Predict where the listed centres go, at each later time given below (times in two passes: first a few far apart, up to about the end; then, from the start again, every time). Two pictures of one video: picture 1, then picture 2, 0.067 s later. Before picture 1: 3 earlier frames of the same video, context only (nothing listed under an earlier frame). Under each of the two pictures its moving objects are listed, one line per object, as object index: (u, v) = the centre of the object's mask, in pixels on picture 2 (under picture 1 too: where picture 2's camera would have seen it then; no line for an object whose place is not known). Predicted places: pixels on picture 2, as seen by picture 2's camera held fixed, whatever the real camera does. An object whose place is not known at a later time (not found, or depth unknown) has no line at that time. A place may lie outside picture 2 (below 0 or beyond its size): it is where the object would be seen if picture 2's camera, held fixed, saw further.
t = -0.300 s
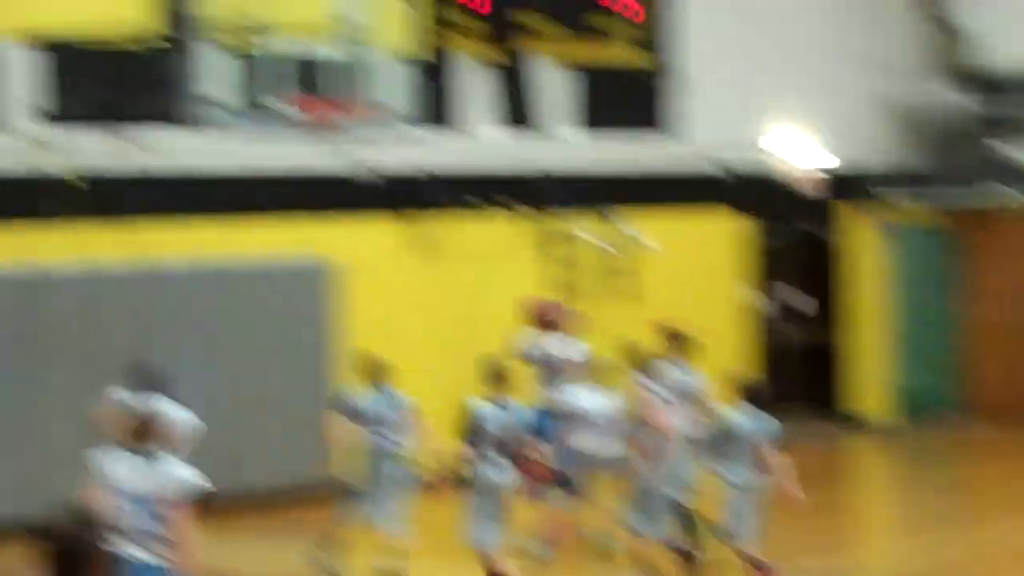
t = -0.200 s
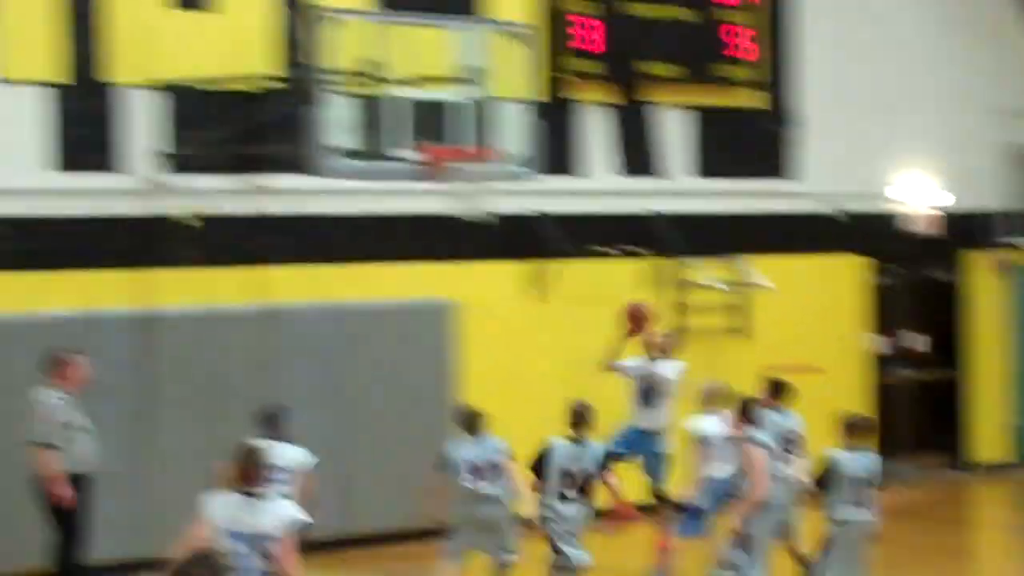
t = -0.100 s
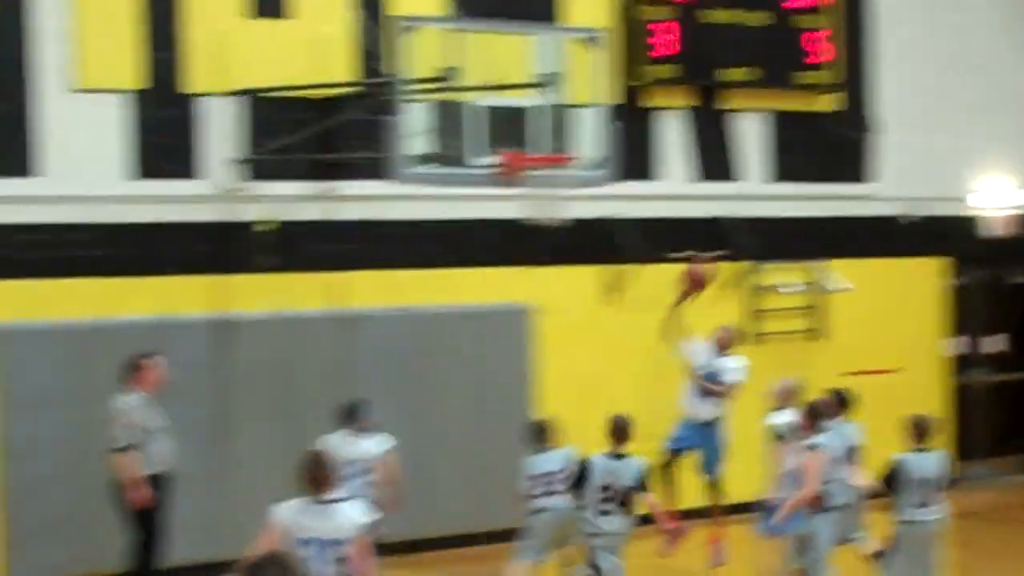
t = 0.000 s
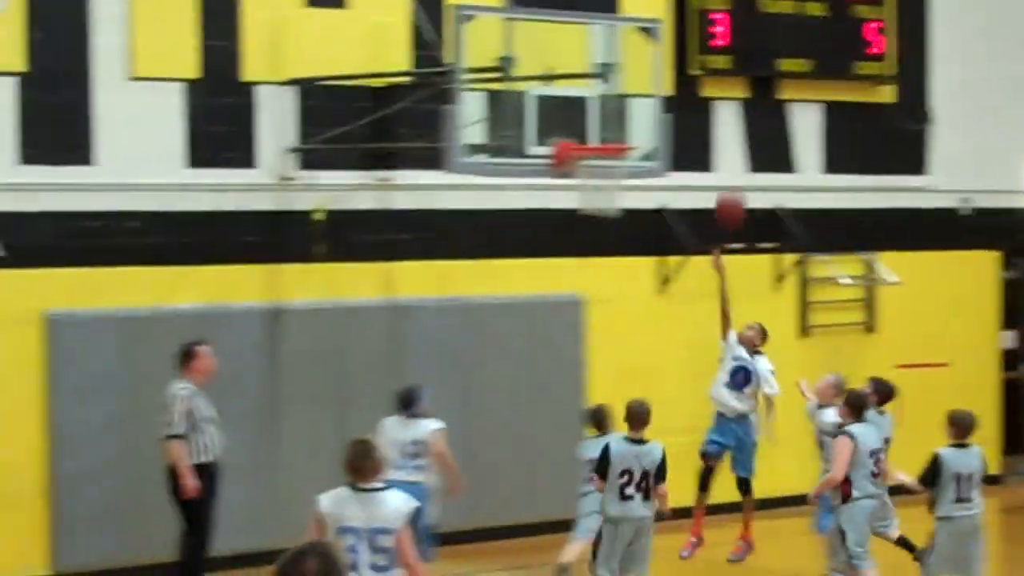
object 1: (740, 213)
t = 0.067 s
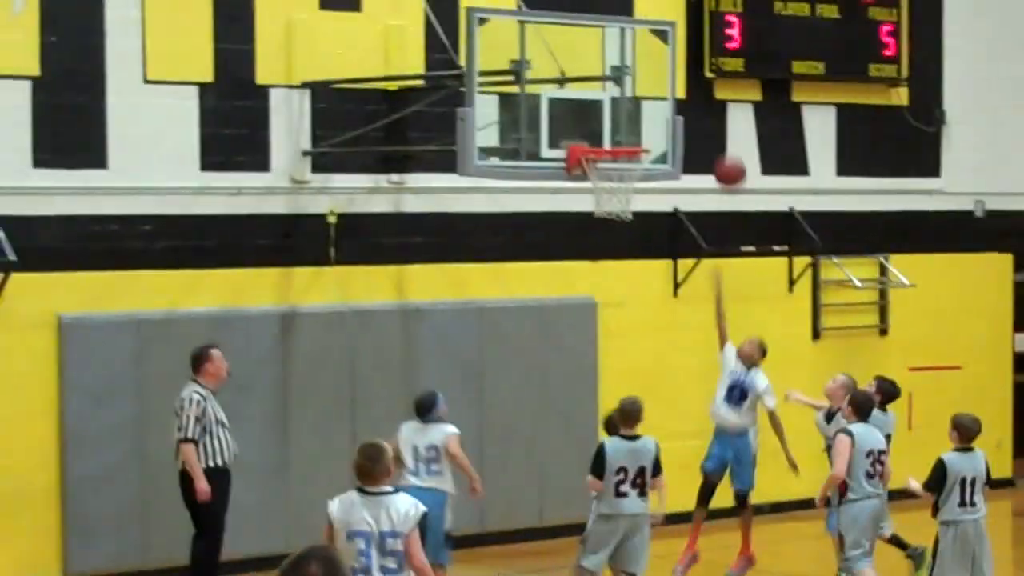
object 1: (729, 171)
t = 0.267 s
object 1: (692, 100)
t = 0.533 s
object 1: (635, 86)
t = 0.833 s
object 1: (613, 116)
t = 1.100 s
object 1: (649, 143)
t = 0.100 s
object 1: (723, 156)
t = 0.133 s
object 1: (717, 142)
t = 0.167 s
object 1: (711, 129)
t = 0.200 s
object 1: (706, 117)
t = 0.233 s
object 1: (701, 106)
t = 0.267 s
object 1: (692, 100)
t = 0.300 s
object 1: (686, 94)
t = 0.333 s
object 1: (680, 88)
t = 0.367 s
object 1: (671, 83)
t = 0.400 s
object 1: (664, 81)
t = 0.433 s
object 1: (658, 79)
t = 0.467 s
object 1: (651, 79)
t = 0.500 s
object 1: (644, 82)
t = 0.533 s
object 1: (635, 86)
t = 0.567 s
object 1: (629, 92)
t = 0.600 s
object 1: (624, 97)
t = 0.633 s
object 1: (614, 108)
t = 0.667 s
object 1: (607, 118)
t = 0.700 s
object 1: (599, 131)
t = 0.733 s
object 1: (599, 132)
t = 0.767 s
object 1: (602, 127)
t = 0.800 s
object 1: (608, 120)
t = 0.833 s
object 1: (613, 116)
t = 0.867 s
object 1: (617, 115)
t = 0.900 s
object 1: (621, 114)
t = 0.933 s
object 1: (626, 114)
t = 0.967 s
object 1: (630, 116)
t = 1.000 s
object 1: (634, 120)
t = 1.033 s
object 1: (639, 127)
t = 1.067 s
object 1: (644, 133)
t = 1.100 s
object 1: (649, 143)
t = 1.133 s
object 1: (655, 152)
